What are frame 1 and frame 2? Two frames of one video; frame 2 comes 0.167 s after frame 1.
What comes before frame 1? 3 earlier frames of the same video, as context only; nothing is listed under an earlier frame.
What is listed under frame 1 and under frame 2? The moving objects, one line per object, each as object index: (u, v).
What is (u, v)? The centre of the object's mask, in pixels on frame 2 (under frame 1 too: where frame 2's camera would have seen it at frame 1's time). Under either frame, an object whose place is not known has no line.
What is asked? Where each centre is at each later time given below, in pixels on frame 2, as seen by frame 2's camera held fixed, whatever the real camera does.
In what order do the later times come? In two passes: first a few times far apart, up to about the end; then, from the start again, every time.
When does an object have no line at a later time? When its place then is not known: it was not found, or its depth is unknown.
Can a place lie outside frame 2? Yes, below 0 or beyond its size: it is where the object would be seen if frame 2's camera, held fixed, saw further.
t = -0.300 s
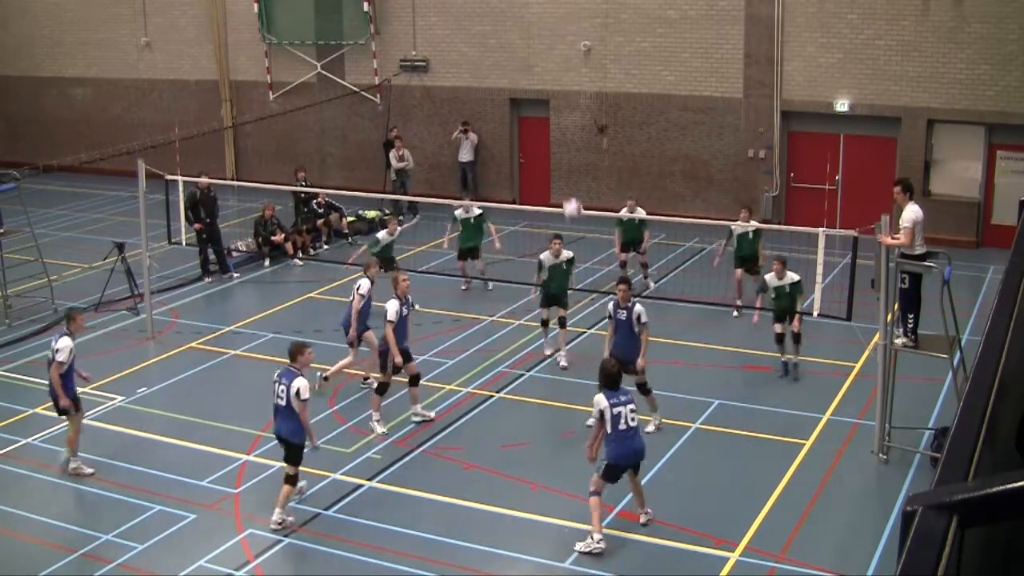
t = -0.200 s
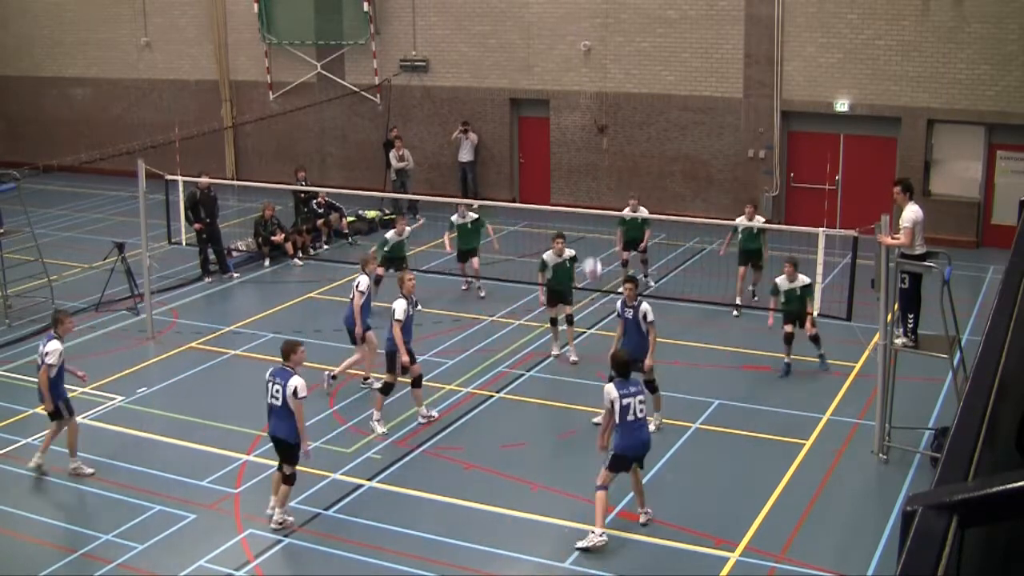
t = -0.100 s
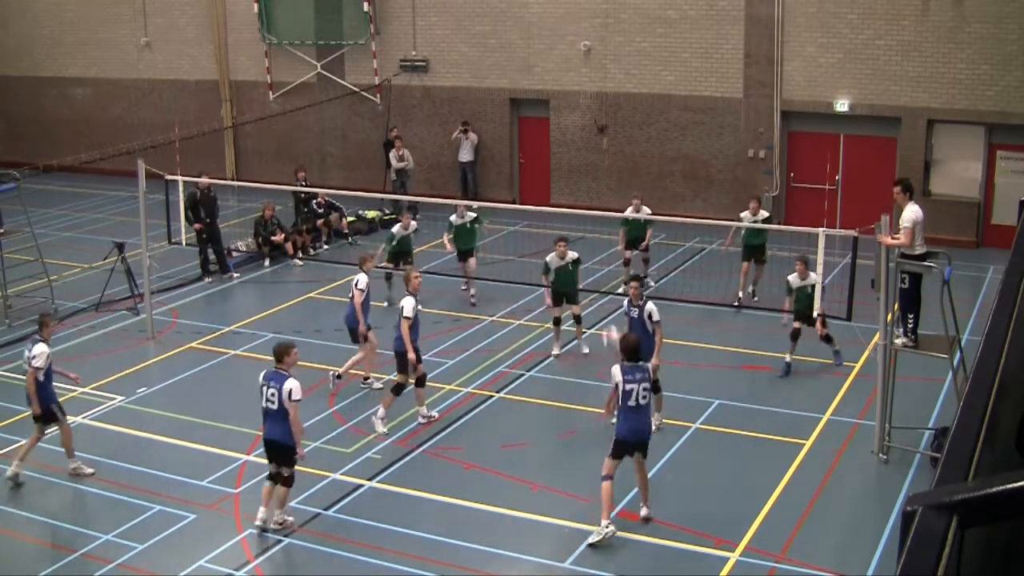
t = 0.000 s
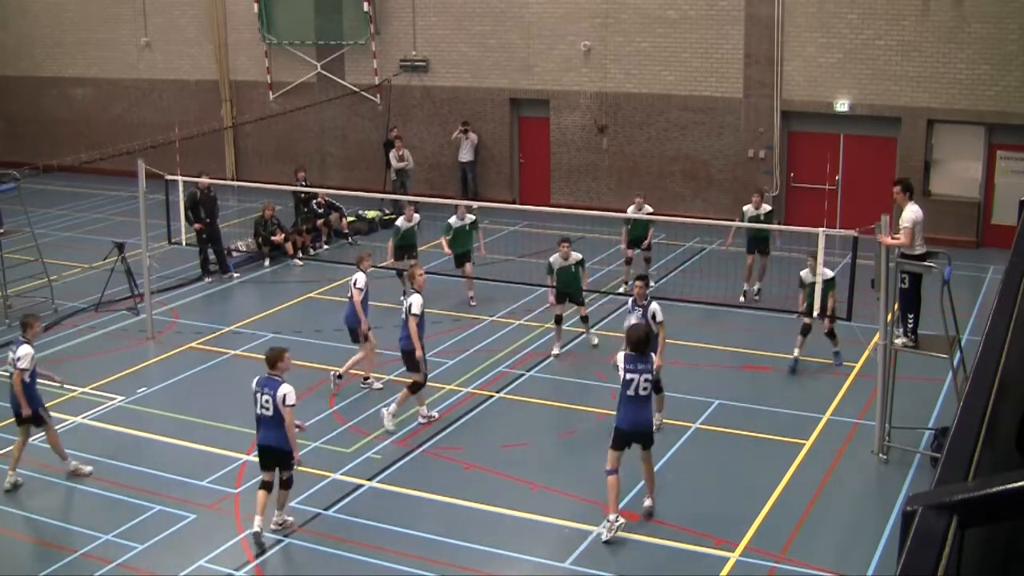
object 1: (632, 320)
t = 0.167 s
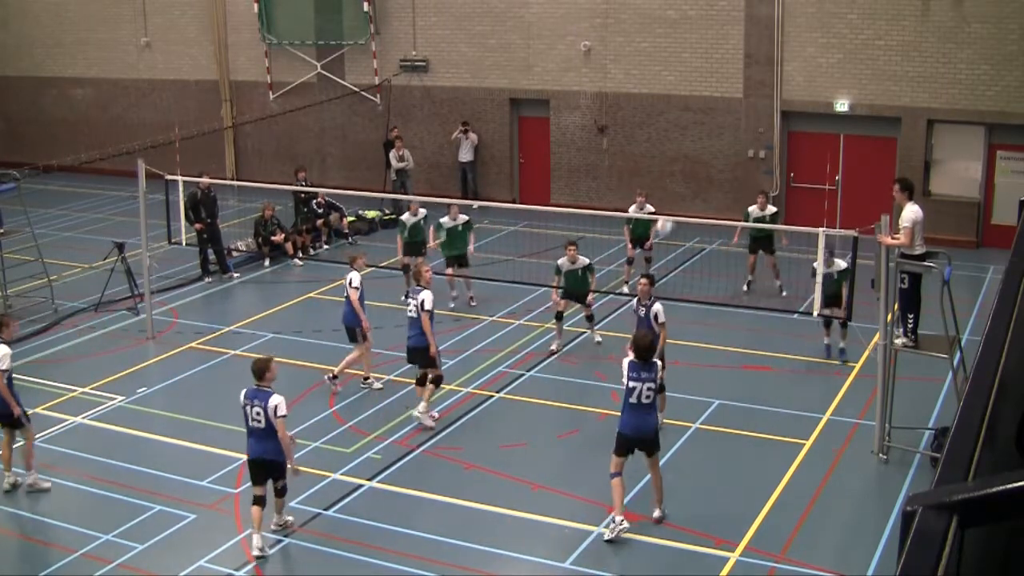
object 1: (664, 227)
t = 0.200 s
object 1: (670, 212)
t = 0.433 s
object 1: (706, 147)
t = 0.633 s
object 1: (729, 135)
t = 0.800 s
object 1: (746, 149)
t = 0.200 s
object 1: (670, 212)
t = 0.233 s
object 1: (675, 198)
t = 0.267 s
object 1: (681, 187)
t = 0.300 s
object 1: (686, 176)
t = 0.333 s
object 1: (691, 167)
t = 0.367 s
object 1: (696, 158)
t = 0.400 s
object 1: (700, 152)
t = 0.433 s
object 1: (706, 147)
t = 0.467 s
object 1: (709, 143)
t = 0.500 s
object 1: (713, 139)
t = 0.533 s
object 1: (718, 137)
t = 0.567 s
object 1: (722, 135)
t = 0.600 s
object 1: (725, 134)
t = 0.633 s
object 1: (729, 135)
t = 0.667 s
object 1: (732, 136)
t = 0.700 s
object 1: (735, 138)
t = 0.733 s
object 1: (738, 141)
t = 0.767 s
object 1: (742, 145)
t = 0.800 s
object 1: (746, 149)
